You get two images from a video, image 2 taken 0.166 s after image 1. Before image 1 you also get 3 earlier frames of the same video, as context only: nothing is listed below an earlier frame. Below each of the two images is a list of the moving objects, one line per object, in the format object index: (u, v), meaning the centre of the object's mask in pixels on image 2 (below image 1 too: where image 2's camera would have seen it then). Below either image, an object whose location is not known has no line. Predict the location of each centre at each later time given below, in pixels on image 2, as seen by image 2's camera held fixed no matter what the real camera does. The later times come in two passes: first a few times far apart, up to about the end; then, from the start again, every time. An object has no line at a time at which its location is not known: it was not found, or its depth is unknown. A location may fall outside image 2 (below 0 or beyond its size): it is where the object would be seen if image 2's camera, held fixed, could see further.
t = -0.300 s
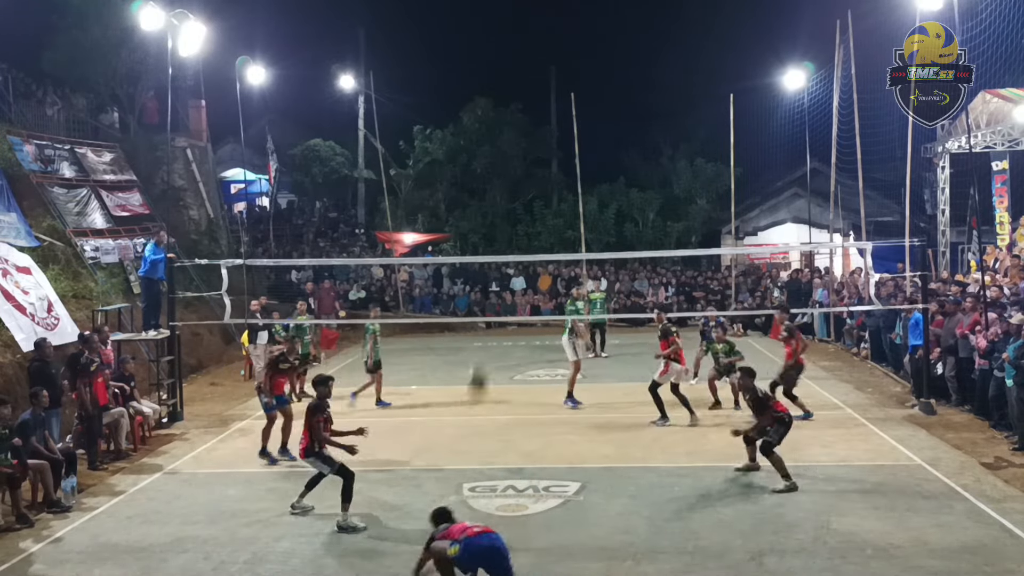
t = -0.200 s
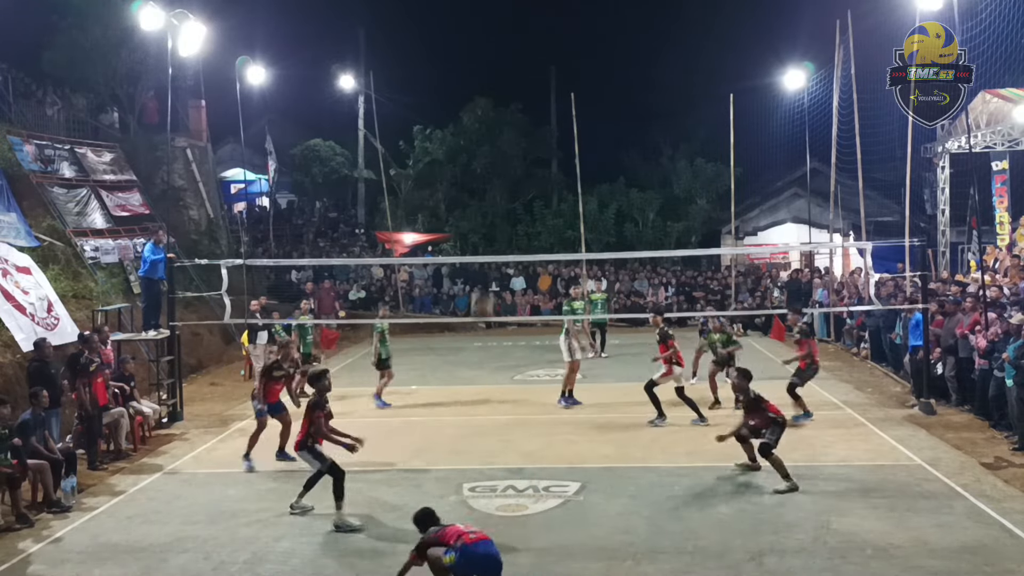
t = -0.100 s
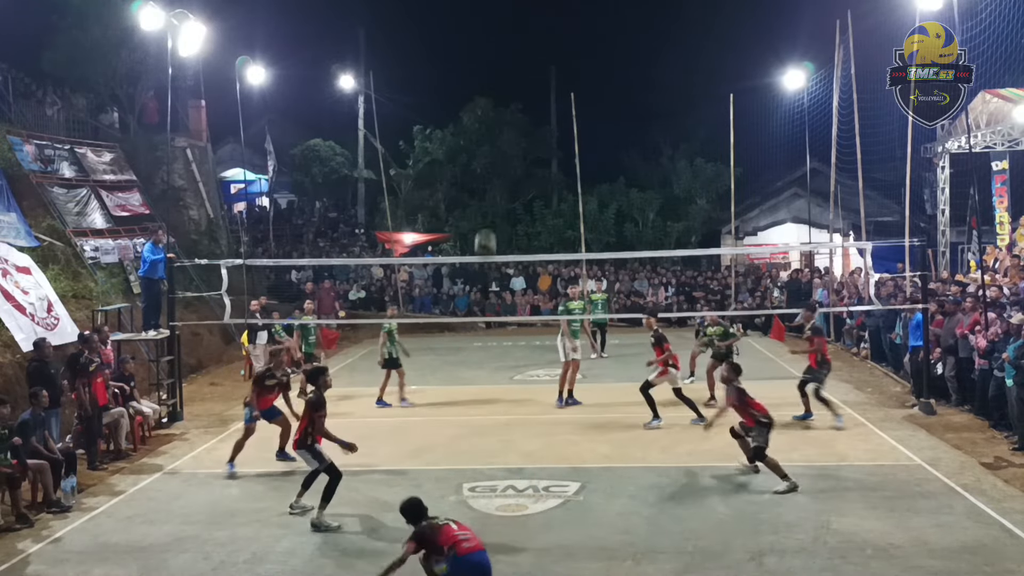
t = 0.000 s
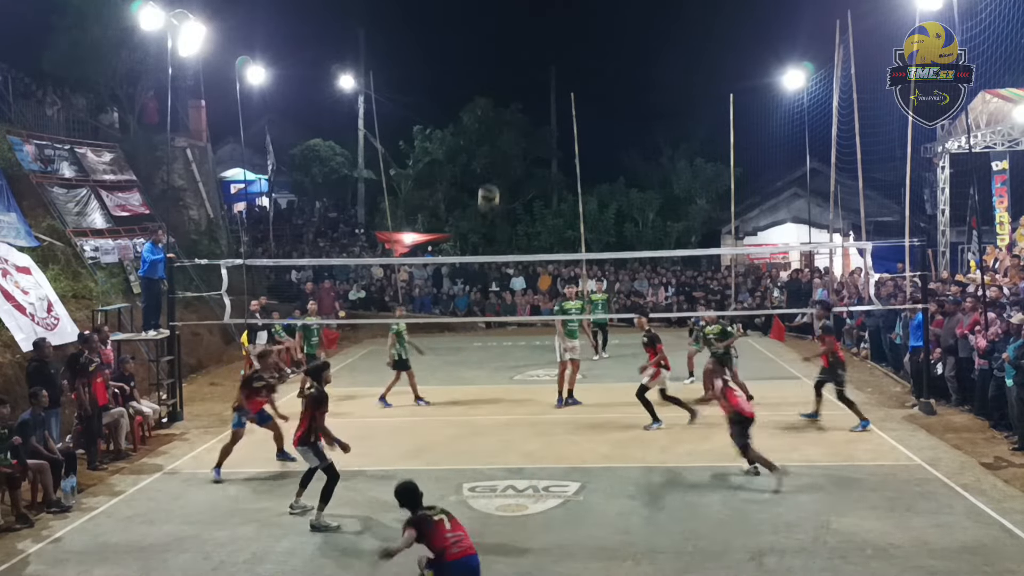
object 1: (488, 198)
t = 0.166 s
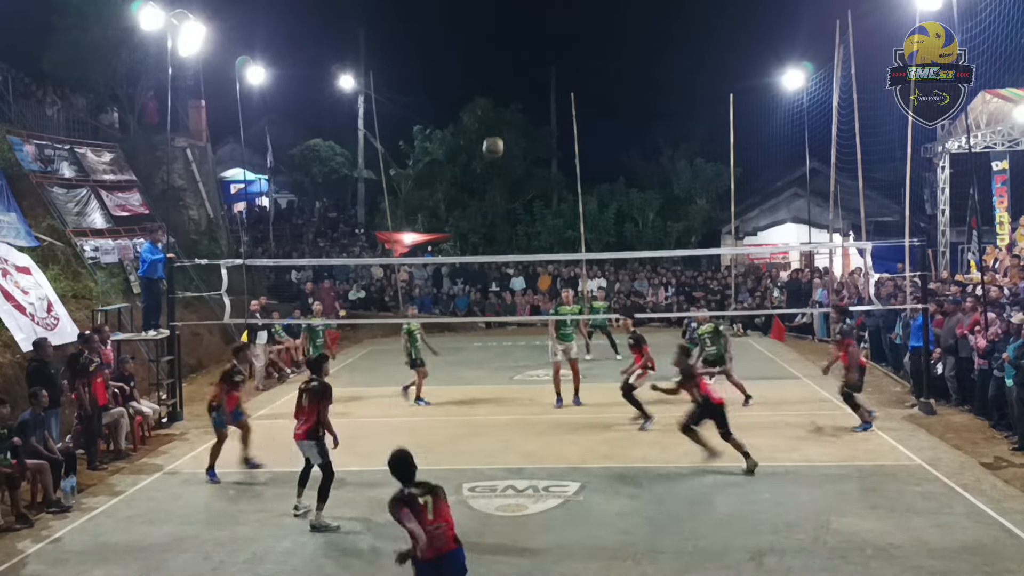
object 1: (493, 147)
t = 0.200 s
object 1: (494, 140)
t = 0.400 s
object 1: (499, 123)
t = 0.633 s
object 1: (505, 145)
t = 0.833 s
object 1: (510, 195)
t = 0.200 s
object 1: (494, 140)
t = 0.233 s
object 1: (495, 134)
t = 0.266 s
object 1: (496, 130)
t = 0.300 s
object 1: (497, 127)
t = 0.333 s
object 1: (498, 124)
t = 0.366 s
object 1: (498, 123)
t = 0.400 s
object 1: (499, 123)
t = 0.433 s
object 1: (500, 124)
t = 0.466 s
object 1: (501, 125)
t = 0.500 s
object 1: (502, 127)
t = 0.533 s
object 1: (503, 131)
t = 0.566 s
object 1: (503, 135)
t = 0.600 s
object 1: (504, 140)
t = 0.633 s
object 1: (505, 145)
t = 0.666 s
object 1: (506, 151)
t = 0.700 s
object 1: (507, 159)
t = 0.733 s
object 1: (507, 167)
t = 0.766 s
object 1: (508, 176)
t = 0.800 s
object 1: (509, 185)
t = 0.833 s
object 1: (510, 195)
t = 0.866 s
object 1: (511, 206)
